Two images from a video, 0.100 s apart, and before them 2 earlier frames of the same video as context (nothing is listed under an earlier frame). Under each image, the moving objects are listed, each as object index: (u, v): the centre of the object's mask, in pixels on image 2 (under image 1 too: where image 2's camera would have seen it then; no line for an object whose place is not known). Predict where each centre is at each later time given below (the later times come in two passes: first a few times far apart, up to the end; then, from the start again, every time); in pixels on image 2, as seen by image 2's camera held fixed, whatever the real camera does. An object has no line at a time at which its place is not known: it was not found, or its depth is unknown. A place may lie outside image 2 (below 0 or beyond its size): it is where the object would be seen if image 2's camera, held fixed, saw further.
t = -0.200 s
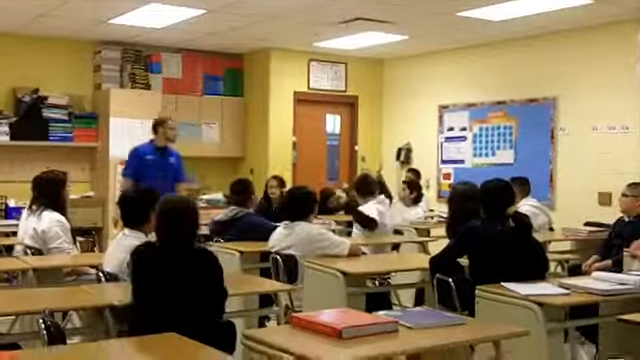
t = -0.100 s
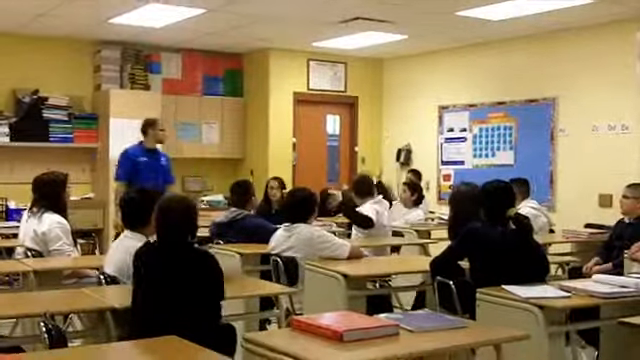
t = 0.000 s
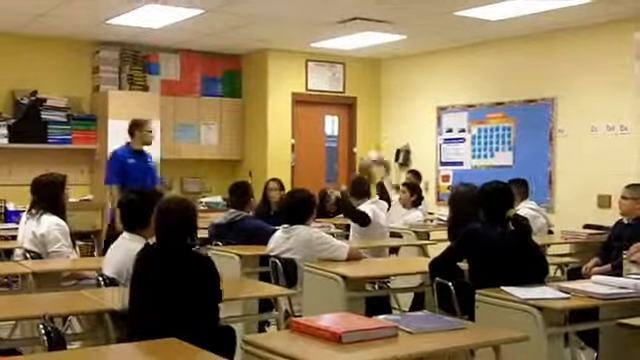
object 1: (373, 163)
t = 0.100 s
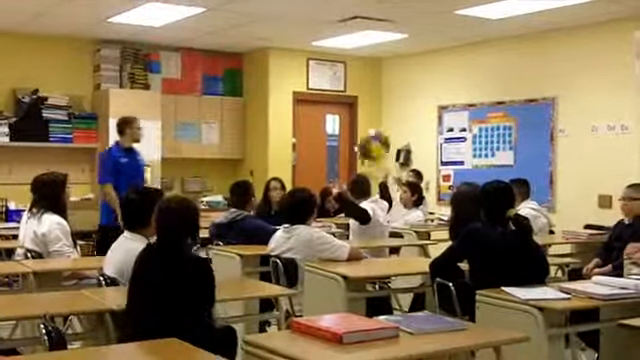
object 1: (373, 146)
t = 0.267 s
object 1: (372, 125)
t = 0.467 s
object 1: (370, 126)
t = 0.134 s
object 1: (374, 141)
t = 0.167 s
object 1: (373, 136)
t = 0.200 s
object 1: (373, 131)
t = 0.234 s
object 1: (372, 128)
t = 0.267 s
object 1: (372, 125)
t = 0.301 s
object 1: (372, 123)
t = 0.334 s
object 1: (372, 123)
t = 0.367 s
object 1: (371, 122)
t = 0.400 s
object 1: (371, 122)
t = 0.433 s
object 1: (370, 124)
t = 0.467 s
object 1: (370, 126)
